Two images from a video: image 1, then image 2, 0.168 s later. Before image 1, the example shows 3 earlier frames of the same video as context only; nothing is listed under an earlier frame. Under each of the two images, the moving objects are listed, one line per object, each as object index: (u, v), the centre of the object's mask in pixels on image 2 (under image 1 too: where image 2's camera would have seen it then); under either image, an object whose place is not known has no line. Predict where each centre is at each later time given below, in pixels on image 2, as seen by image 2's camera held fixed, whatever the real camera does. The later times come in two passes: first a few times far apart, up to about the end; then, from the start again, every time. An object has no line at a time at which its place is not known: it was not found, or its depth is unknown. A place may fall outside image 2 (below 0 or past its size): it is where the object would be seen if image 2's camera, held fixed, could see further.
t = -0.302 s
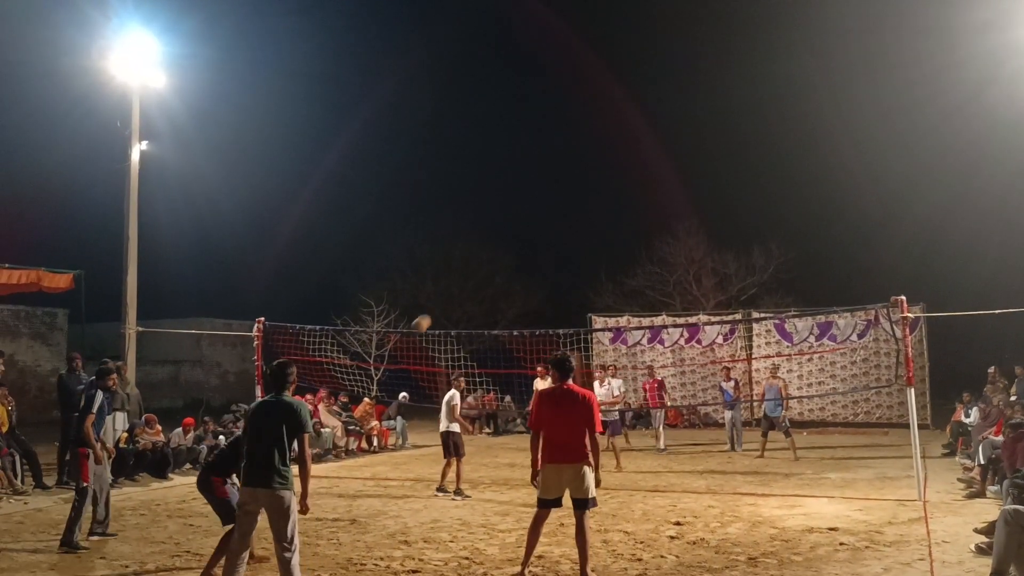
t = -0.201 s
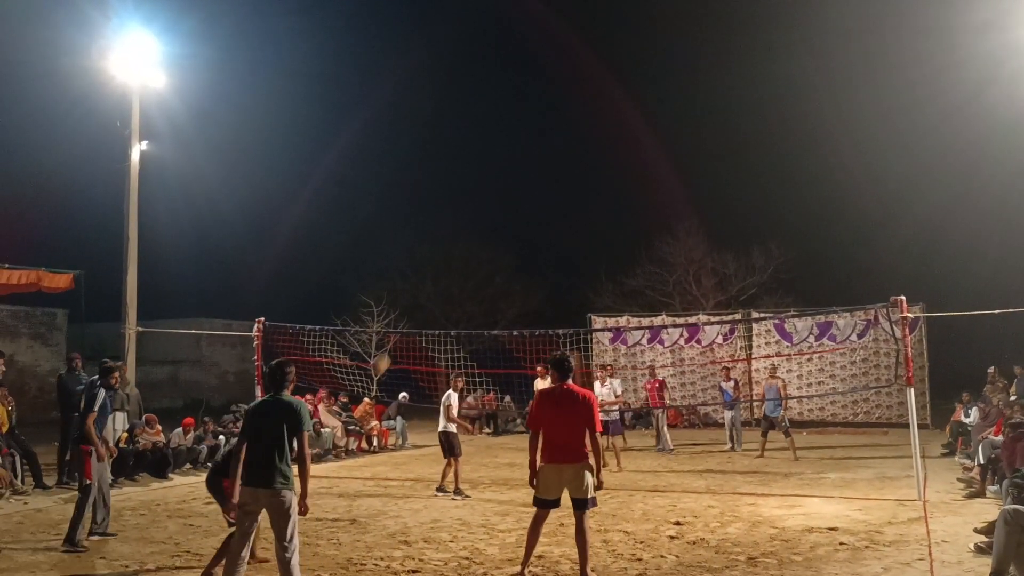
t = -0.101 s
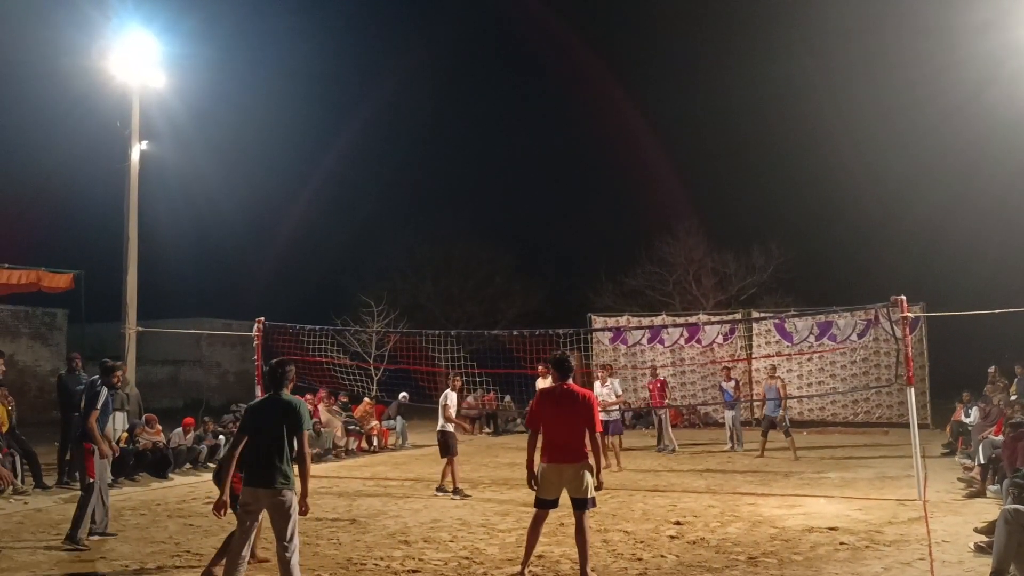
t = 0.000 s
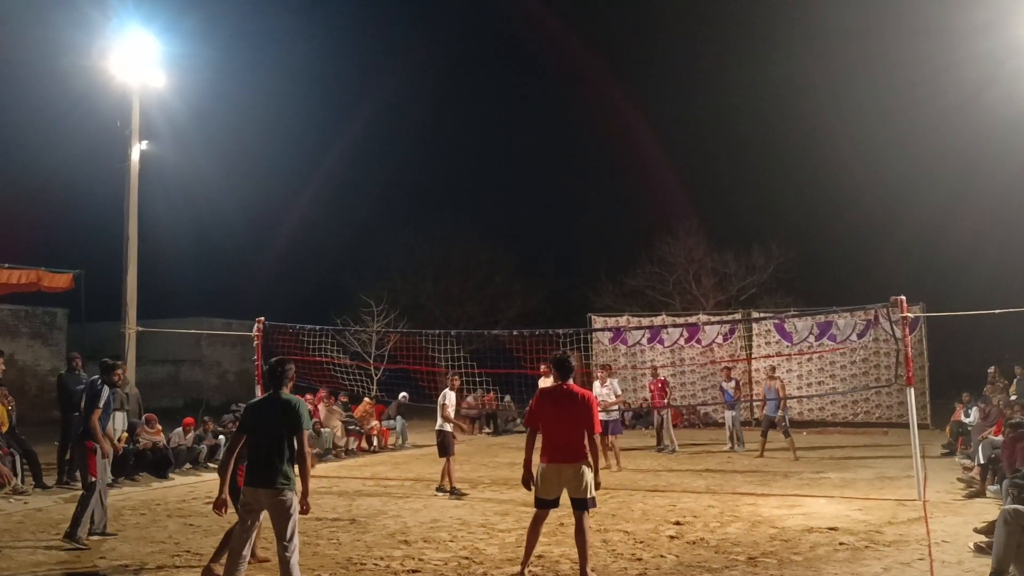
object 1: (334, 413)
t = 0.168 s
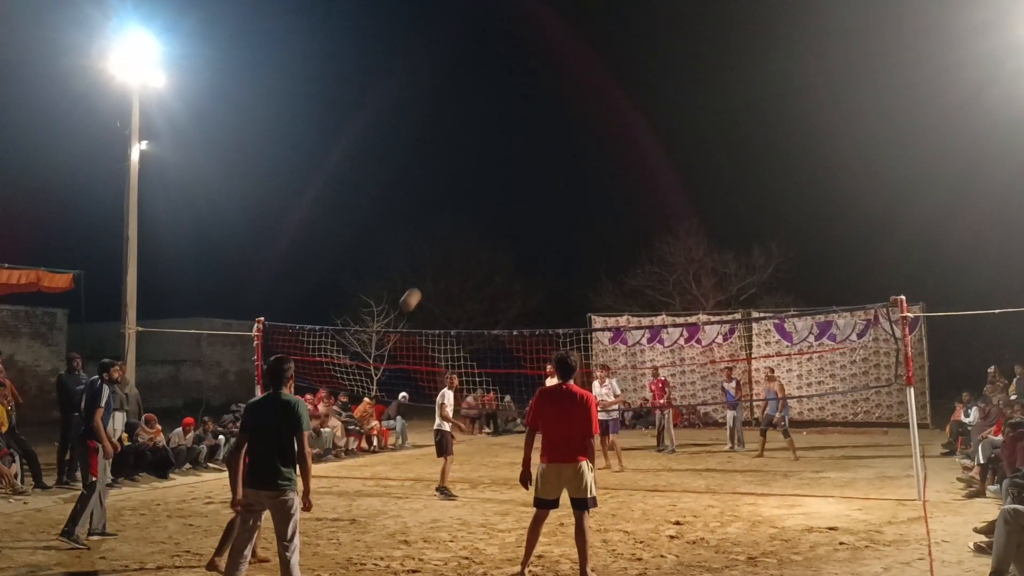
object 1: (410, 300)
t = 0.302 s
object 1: (459, 240)
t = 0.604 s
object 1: (538, 181)
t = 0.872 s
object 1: (588, 184)
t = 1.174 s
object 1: (630, 230)
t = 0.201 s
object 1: (423, 283)
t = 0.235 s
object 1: (436, 267)
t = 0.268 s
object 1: (447, 253)
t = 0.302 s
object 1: (459, 240)
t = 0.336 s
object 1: (469, 229)
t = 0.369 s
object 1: (479, 220)
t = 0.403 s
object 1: (488, 211)
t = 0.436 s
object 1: (498, 204)
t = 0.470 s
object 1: (507, 198)
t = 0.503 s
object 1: (515, 192)
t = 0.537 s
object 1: (523, 188)
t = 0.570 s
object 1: (531, 184)
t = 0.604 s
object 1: (538, 181)
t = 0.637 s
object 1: (545, 179)
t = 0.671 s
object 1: (552, 177)
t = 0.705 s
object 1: (558, 177)
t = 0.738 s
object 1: (565, 178)
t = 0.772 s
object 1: (572, 178)
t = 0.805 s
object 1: (578, 180)
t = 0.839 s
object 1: (583, 182)
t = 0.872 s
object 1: (588, 184)
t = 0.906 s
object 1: (594, 187)
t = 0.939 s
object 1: (599, 191)
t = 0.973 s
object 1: (604, 195)
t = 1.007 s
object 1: (608, 200)
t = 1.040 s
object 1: (613, 205)
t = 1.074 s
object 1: (618, 211)
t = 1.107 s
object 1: (622, 217)
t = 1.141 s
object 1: (627, 223)
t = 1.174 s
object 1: (630, 230)
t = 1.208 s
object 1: (635, 237)
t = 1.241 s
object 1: (639, 245)
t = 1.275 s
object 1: (642, 253)
